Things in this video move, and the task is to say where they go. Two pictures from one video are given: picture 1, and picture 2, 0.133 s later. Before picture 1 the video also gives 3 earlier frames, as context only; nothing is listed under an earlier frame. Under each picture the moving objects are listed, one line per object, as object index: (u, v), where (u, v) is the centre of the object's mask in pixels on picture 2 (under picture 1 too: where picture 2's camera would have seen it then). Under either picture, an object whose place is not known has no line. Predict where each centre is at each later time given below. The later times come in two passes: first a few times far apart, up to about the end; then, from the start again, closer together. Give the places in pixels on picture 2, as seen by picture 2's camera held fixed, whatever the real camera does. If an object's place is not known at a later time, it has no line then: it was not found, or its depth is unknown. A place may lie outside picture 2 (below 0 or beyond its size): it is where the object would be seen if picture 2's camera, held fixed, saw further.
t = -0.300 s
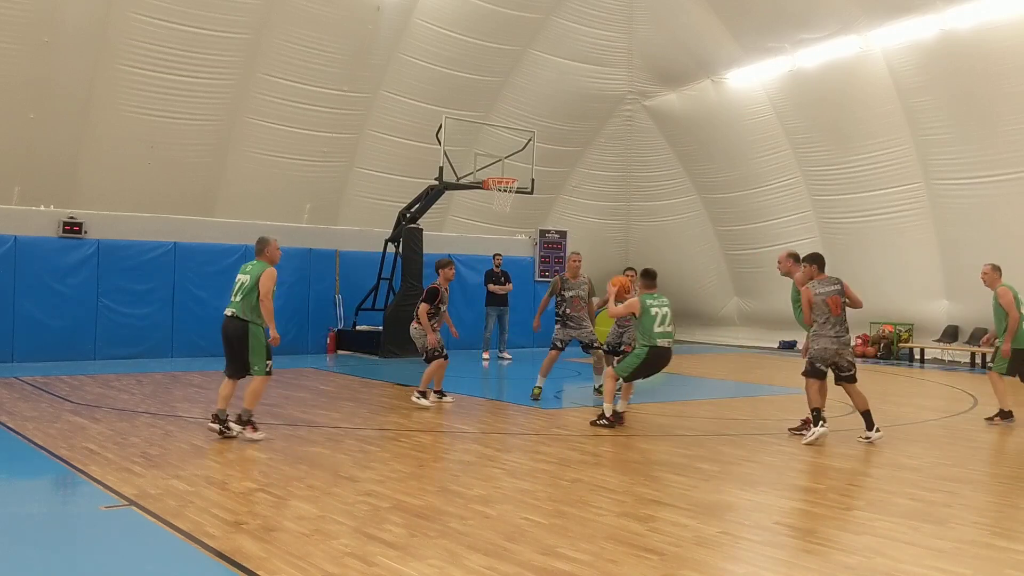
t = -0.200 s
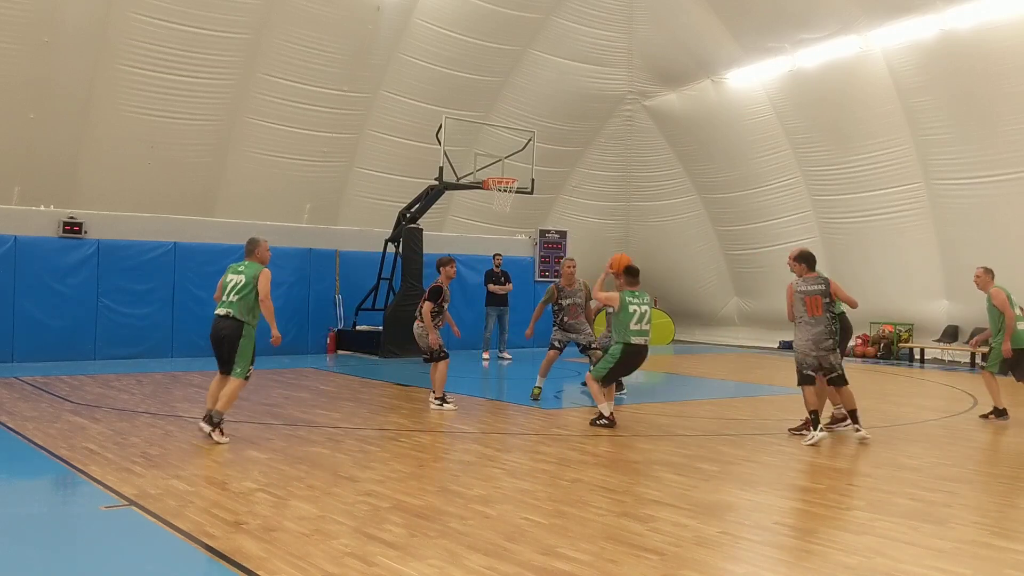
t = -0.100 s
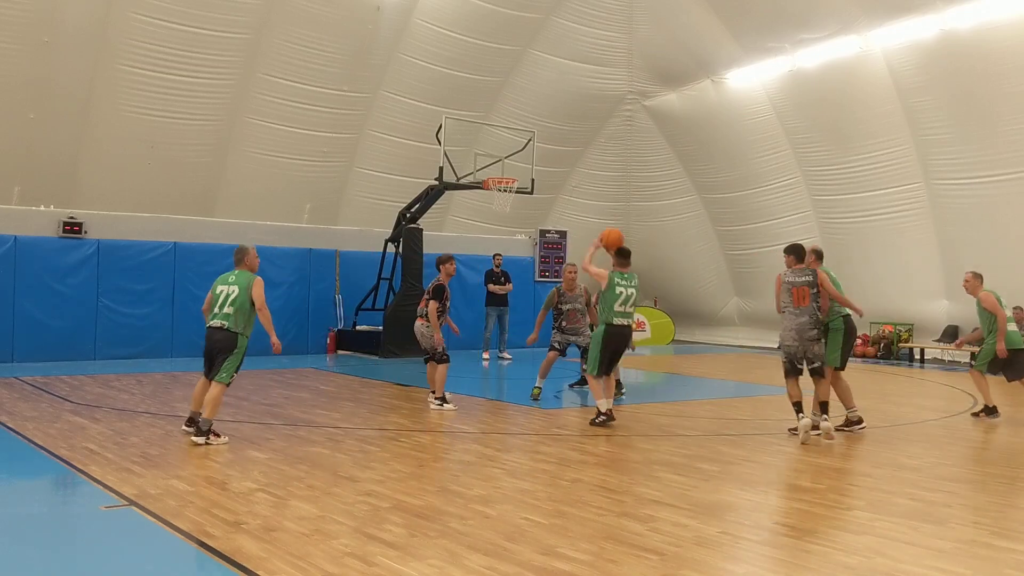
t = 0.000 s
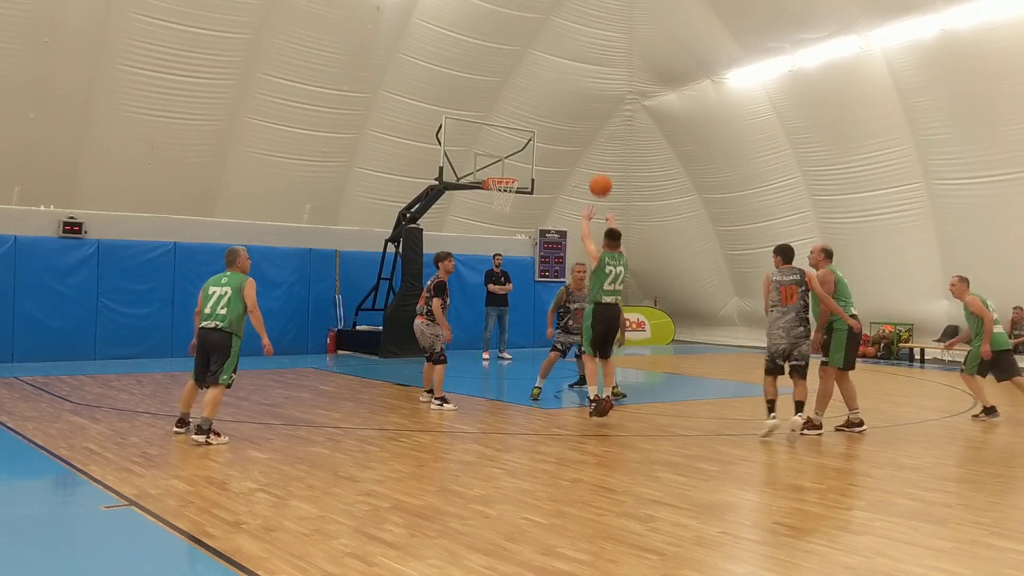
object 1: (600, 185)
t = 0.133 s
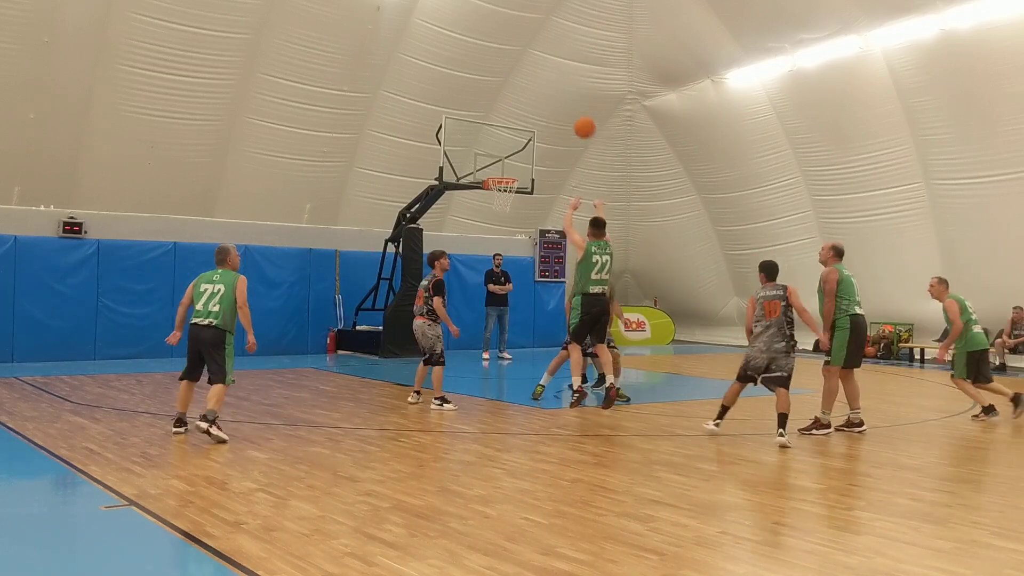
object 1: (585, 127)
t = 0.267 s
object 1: (570, 89)
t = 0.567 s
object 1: (540, 67)
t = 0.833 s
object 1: (518, 100)
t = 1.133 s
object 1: (500, 181)
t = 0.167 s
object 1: (581, 116)
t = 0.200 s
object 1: (577, 106)
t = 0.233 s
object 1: (573, 97)
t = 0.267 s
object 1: (570, 89)
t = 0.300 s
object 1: (566, 83)
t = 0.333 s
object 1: (563, 77)
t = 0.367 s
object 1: (559, 73)
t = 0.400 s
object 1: (556, 69)
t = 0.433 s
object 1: (553, 67)
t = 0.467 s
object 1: (550, 66)
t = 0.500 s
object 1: (547, 65)
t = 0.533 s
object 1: (543, 65)
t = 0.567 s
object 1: (540, 67)
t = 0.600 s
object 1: (538, 68)
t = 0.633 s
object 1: (535, 71)
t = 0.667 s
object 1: (532, 74)
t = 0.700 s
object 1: (529, 78)
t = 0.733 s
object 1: (526, 83)
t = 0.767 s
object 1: (524, 88)
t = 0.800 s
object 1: (521, 94)
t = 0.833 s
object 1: (518, 100)
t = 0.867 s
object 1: (516, 108)
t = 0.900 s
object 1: (513, 115)
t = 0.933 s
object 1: (511, 123)
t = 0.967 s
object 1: (508, 132)
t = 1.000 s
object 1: (506, 142)
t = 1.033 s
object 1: (504, 151)
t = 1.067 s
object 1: (501, 162)
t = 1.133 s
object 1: (500, 181)
